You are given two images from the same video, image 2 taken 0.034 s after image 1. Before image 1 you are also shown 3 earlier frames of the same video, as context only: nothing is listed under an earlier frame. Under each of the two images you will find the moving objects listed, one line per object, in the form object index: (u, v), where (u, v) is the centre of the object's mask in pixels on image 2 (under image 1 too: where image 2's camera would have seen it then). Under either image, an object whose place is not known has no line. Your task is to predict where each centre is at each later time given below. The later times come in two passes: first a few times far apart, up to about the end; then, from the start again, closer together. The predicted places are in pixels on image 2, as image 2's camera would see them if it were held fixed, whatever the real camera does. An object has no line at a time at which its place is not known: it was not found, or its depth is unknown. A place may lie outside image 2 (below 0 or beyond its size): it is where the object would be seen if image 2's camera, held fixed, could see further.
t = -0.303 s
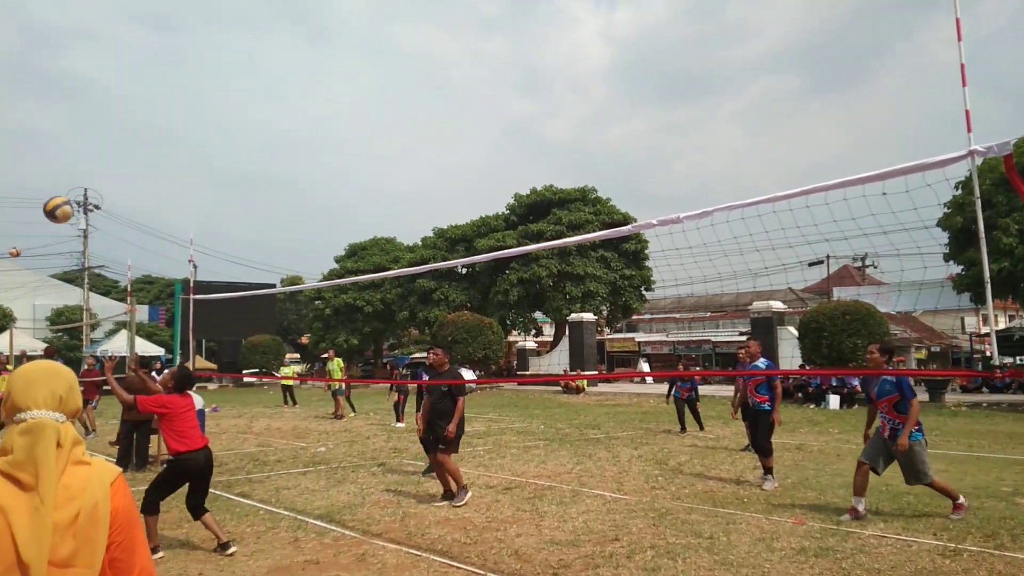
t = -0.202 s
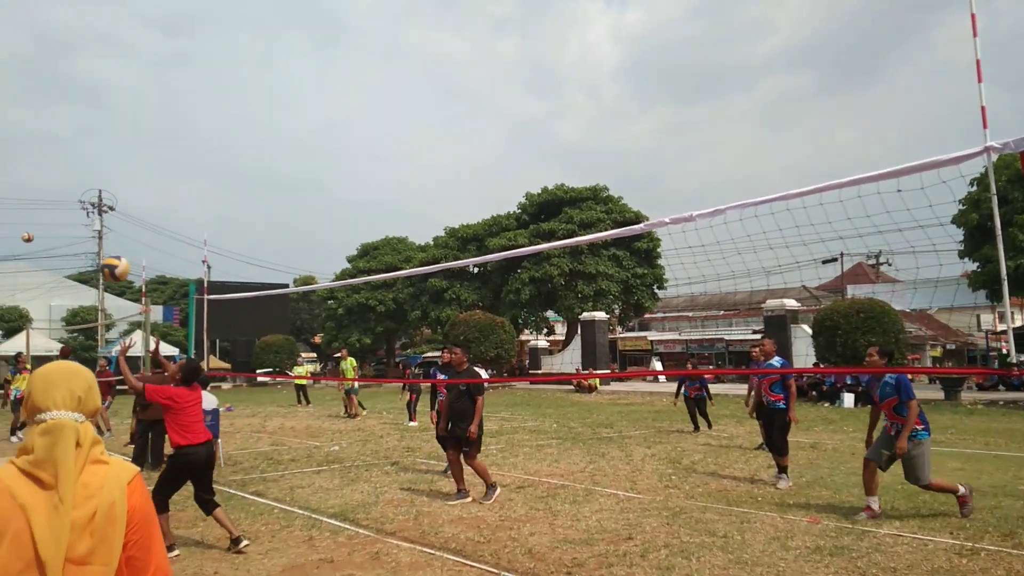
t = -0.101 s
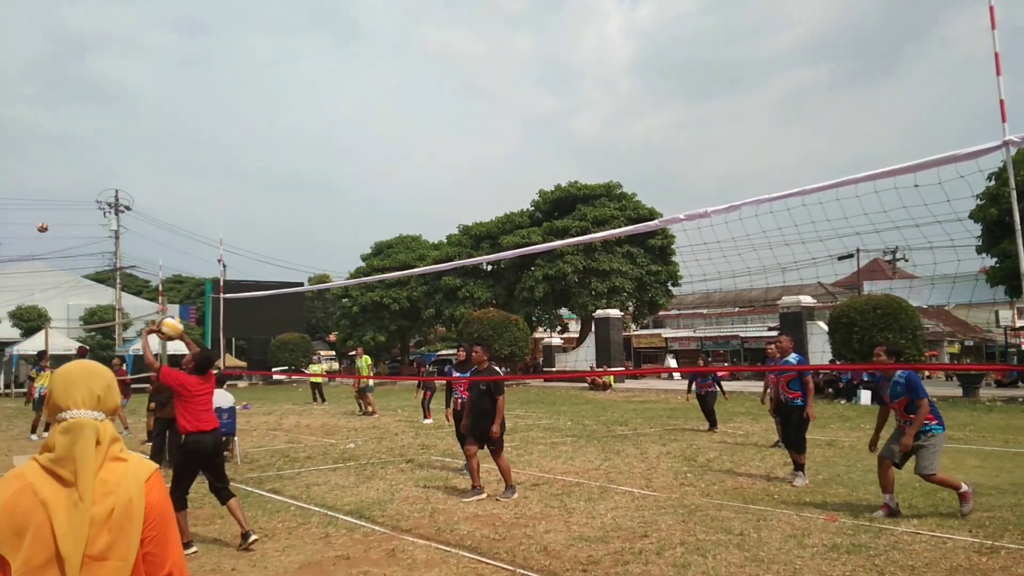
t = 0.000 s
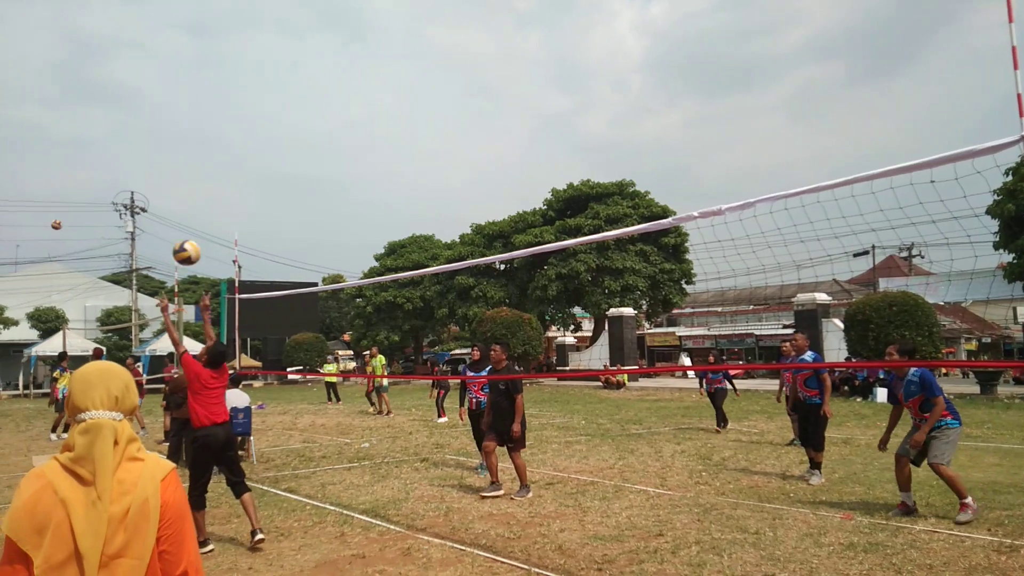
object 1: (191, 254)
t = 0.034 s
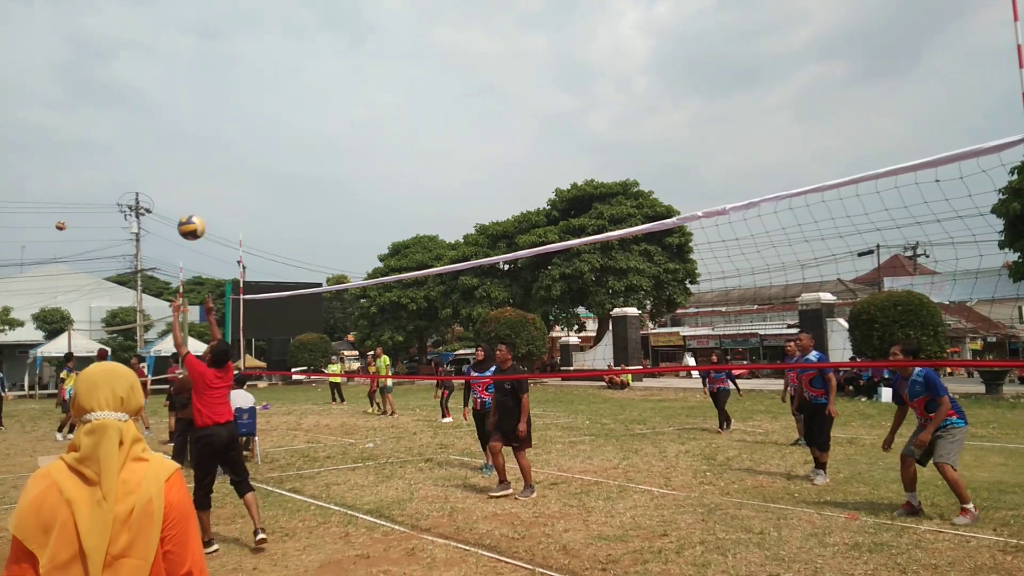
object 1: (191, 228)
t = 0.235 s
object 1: (191, 103)
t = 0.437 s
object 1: (192, 31)
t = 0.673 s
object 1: (192, 8)
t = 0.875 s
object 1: (192, 30)
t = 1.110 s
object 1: (191, 116)
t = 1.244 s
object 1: (191, 193)
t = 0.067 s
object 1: (191, 203)
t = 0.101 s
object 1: (191, 180)
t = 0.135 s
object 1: (191, 159)
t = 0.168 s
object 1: (191, 139)
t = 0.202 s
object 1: (191, 120)
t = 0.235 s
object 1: (191, 103)
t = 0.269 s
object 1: (191, 88)
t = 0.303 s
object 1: (191, 73)
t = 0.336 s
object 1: (192, 61)
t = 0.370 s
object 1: (191, 49)
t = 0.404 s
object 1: (192, 39)
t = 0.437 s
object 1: (192, 31)
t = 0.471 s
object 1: (191, 23)
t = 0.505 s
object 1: (192, 17)
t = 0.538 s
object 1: (192, 12)
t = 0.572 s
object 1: (192, 9)
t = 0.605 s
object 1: (192, 8)
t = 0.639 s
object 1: (192, 8)
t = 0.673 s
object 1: (192, 8)
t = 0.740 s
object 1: (192, 11)
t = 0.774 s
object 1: (192, 13)
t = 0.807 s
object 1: (192, 17)
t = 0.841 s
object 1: (192, 23)
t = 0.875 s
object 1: (192, 30)
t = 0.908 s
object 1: (191, 39)
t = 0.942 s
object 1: (191, 49)
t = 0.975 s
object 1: (191, 60)
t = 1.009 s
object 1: (191, 72)
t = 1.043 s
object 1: (191, 85)
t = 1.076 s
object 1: (191, 100)
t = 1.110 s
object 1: (191, 116)
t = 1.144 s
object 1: (191, 133)
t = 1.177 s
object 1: (191, 152)
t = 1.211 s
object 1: (191, 172)
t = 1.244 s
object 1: (191, 193)
